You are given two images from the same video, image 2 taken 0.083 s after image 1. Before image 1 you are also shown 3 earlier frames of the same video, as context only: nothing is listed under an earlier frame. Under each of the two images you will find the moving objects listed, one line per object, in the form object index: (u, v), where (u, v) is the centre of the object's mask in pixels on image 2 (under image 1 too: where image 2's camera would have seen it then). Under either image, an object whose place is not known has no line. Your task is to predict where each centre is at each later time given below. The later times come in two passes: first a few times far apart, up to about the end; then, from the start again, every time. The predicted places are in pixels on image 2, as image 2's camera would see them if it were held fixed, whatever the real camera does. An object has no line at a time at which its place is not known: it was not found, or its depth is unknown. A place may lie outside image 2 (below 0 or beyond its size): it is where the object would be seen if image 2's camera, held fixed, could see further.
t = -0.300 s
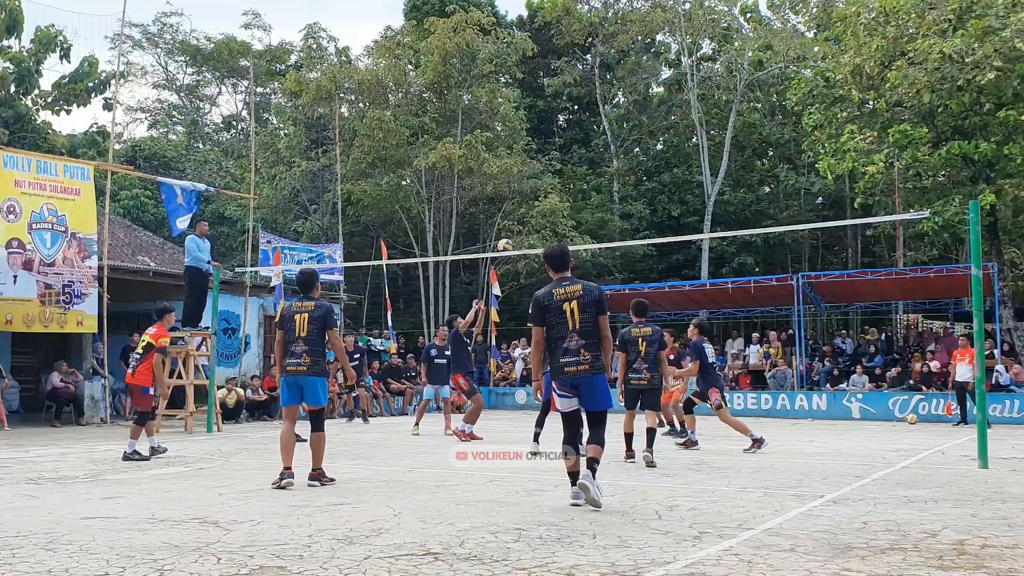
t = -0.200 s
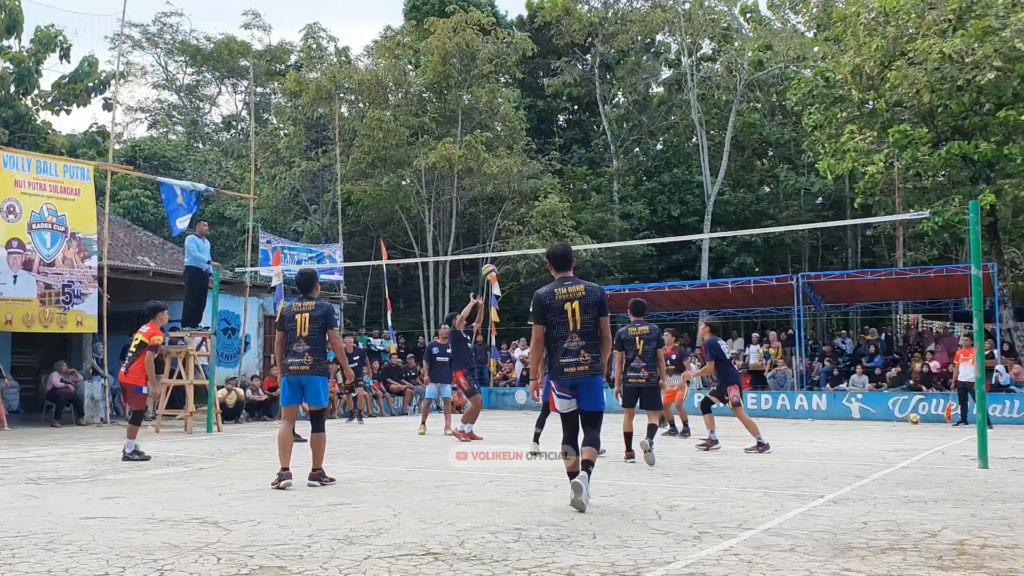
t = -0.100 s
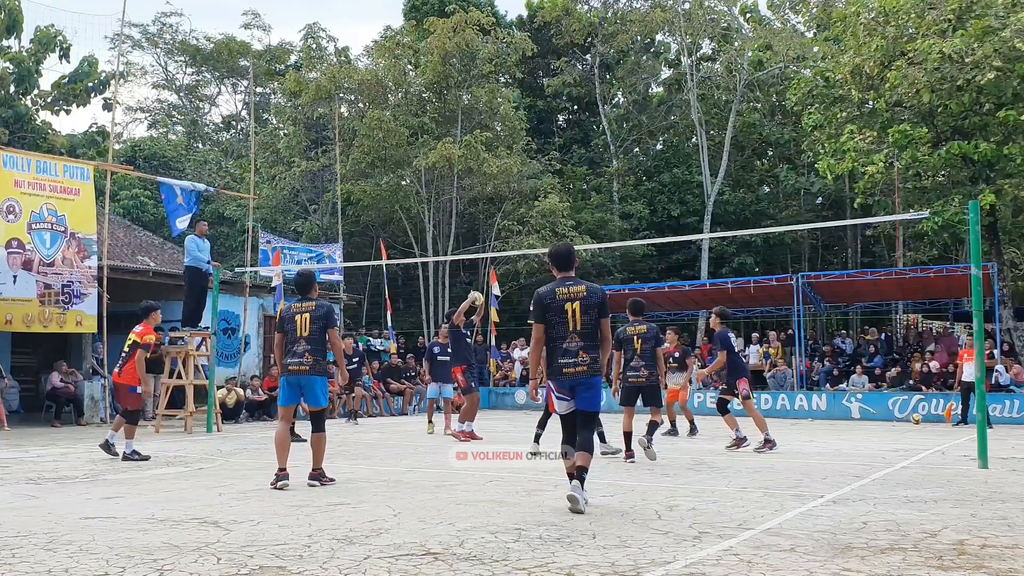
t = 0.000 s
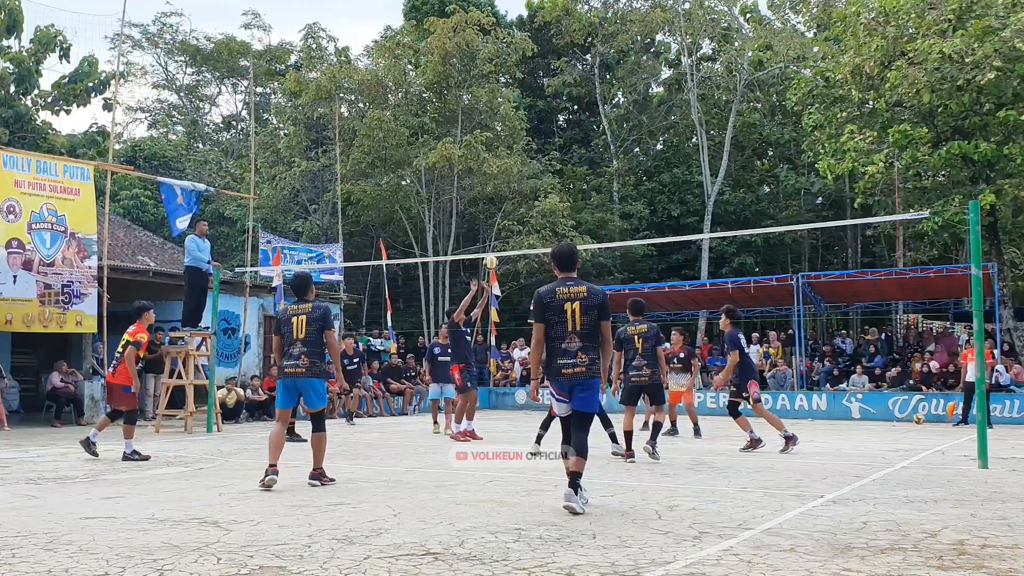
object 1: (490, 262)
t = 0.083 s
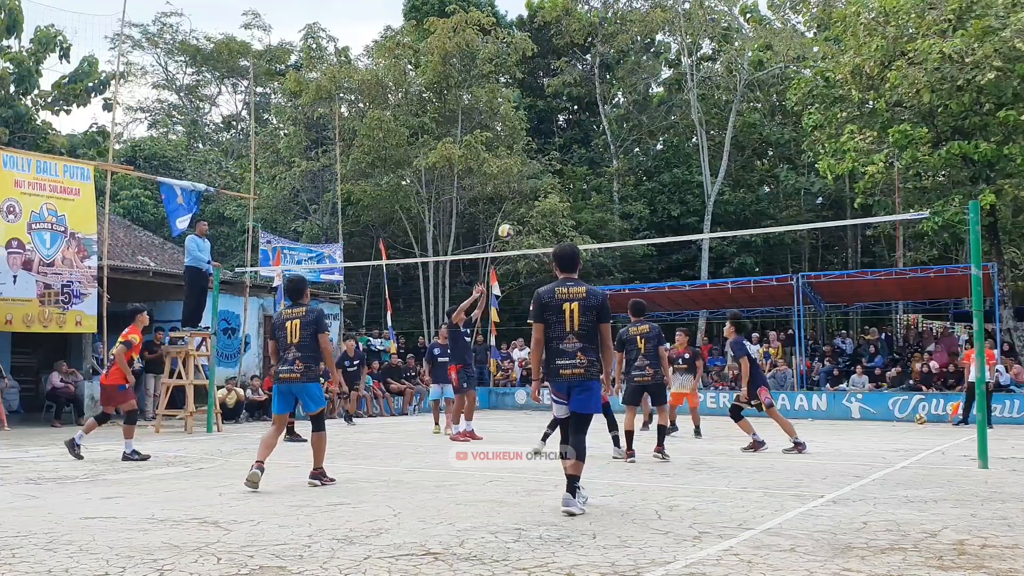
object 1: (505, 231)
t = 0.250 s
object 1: (535, 184)
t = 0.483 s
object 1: (578, 150)
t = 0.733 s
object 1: (626, 158)
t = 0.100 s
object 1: (508, 226)
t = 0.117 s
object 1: (512, 220)
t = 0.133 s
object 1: (514, 215)
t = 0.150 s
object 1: (517, 210)
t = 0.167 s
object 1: (520, 205)
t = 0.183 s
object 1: (524, 200)
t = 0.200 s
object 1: (526, 195)
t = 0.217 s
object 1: (530, 192)
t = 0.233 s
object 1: (533, 187)
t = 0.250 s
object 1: (535, 184)
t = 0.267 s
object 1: (539, 180)
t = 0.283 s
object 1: (542, 176)
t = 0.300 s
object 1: (545, 173)
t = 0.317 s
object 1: (548, 170)
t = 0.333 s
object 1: (551, 168)
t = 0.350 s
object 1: (554, 165)
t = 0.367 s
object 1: (557, 162)
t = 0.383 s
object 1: (560, 160)
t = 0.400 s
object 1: (564, 158)
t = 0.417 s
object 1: (566, 156)
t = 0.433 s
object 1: (569, 154)
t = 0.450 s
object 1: (572, 153)
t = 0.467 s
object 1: (576, 152)
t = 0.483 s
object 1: (578, 150)
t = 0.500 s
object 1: (582, 150)
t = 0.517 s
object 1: (585, 149)
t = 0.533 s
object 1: (588, 148)
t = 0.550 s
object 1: (591, 148)
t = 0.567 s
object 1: (594, 148)
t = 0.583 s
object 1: (597, 147)
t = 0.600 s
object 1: (600, 148)
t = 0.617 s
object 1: (603, 149)
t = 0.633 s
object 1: (607, 149)
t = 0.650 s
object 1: (610, 150)
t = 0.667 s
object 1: (613, 152)
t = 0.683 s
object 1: (616, 153)
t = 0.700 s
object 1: (620, 154)
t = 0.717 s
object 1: (623, 156)
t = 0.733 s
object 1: (626, 158)
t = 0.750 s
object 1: (629, 161)
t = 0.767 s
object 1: (633, 164)
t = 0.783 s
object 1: (636, 166)
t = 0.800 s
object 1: (639, 169)
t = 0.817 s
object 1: (642, 172)
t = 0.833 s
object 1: (645, 176)
